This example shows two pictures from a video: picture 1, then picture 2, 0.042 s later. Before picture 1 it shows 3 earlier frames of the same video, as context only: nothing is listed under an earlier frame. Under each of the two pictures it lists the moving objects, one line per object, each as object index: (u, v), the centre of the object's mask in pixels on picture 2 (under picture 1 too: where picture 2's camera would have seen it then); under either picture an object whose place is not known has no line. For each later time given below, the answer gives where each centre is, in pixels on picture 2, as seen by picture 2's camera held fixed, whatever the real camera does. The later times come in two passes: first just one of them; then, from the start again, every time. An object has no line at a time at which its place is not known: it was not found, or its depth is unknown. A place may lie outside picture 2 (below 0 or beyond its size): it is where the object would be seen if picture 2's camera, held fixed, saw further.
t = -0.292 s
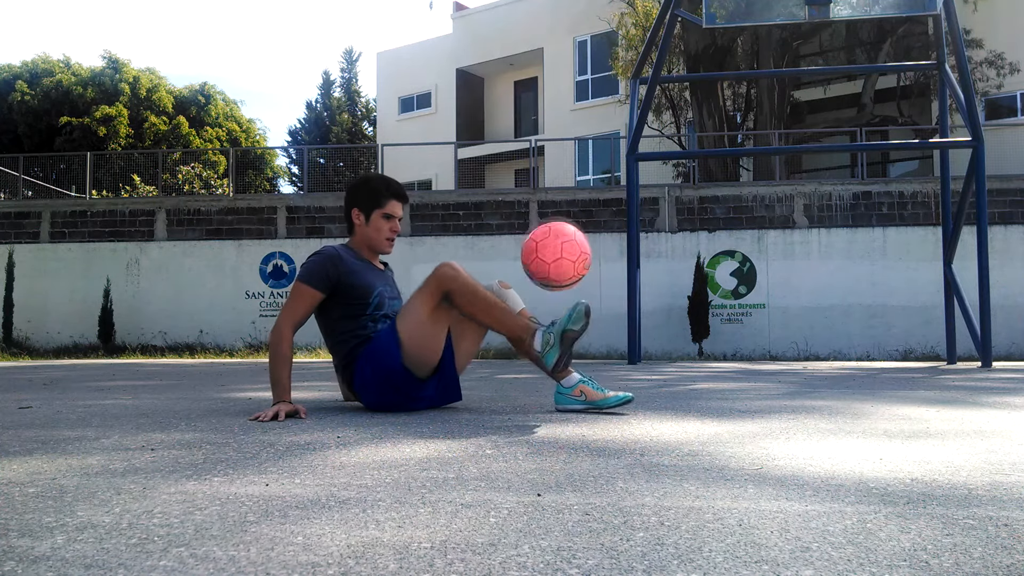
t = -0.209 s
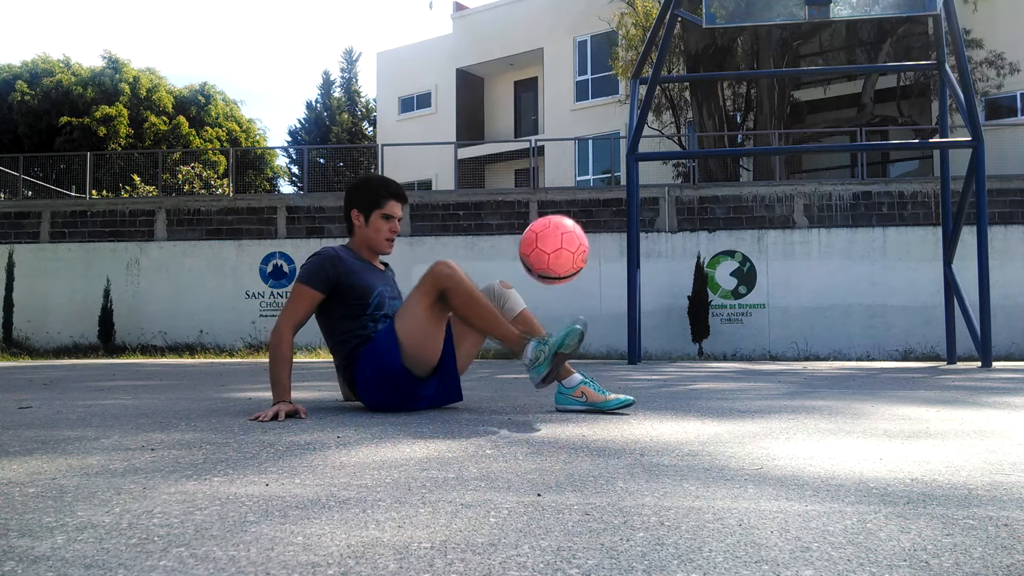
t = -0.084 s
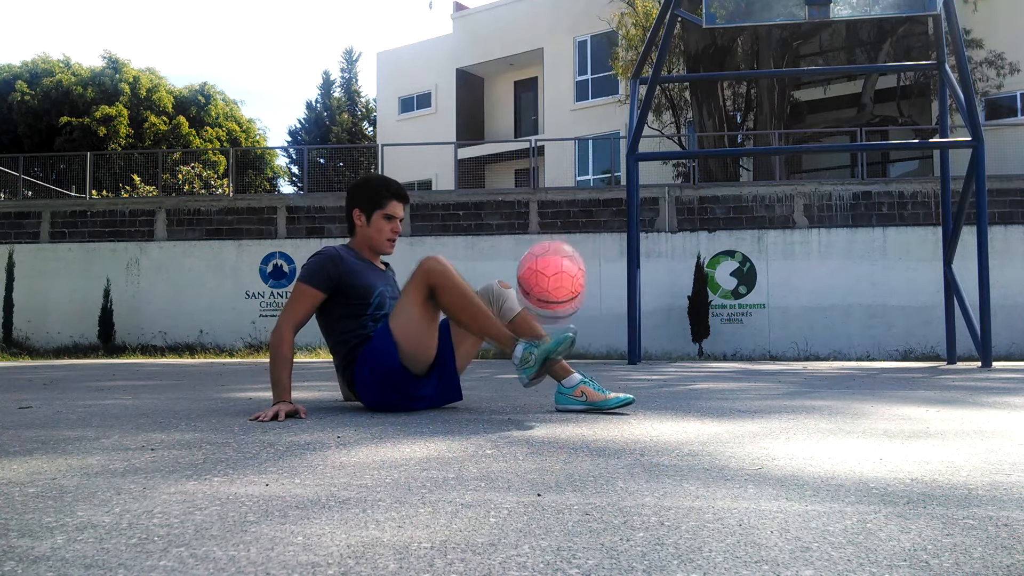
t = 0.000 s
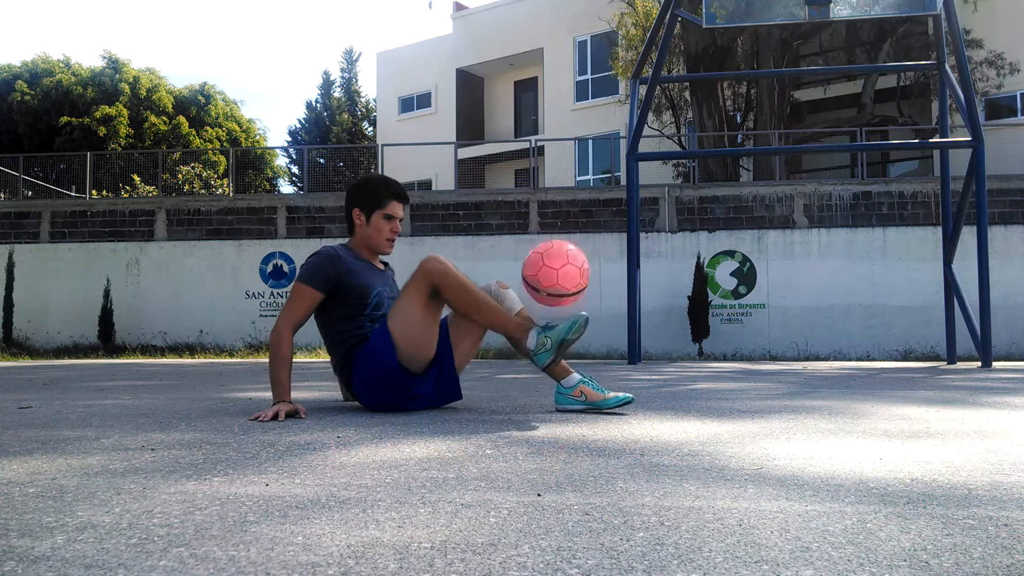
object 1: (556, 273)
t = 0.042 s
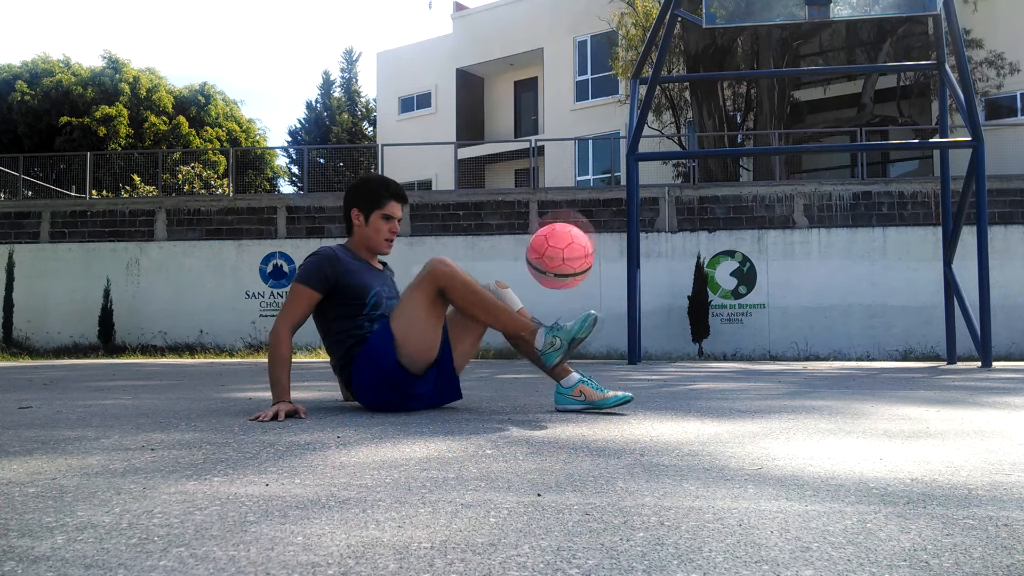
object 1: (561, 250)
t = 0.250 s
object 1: (583, 227)
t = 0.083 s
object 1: (565, 238)
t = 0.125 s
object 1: (569, 228)
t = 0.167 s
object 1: (575, 222)
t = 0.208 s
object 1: (579, 222)
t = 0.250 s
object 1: (583, 227)
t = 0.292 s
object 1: (588, 236)
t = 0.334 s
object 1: (593, 248)
